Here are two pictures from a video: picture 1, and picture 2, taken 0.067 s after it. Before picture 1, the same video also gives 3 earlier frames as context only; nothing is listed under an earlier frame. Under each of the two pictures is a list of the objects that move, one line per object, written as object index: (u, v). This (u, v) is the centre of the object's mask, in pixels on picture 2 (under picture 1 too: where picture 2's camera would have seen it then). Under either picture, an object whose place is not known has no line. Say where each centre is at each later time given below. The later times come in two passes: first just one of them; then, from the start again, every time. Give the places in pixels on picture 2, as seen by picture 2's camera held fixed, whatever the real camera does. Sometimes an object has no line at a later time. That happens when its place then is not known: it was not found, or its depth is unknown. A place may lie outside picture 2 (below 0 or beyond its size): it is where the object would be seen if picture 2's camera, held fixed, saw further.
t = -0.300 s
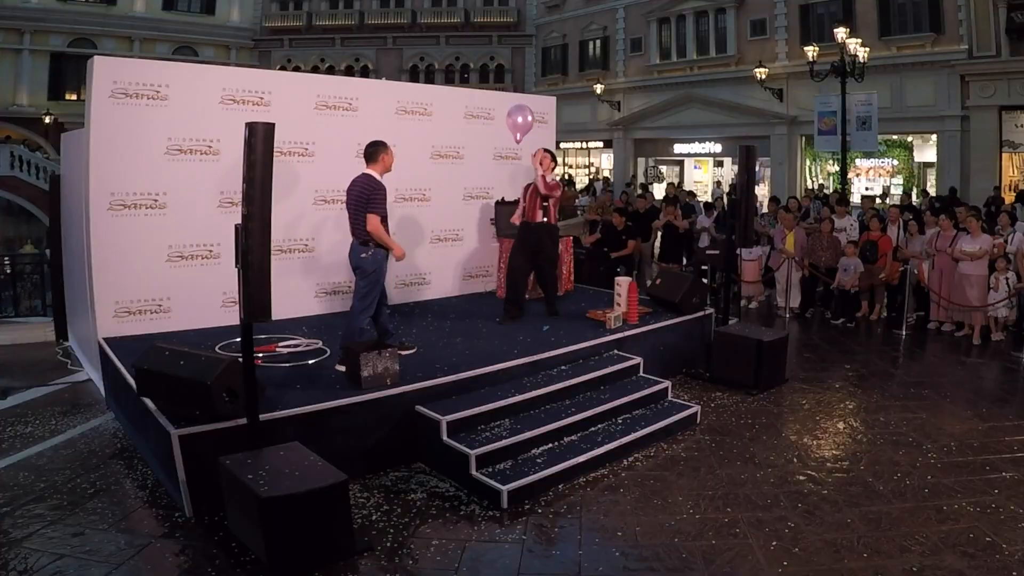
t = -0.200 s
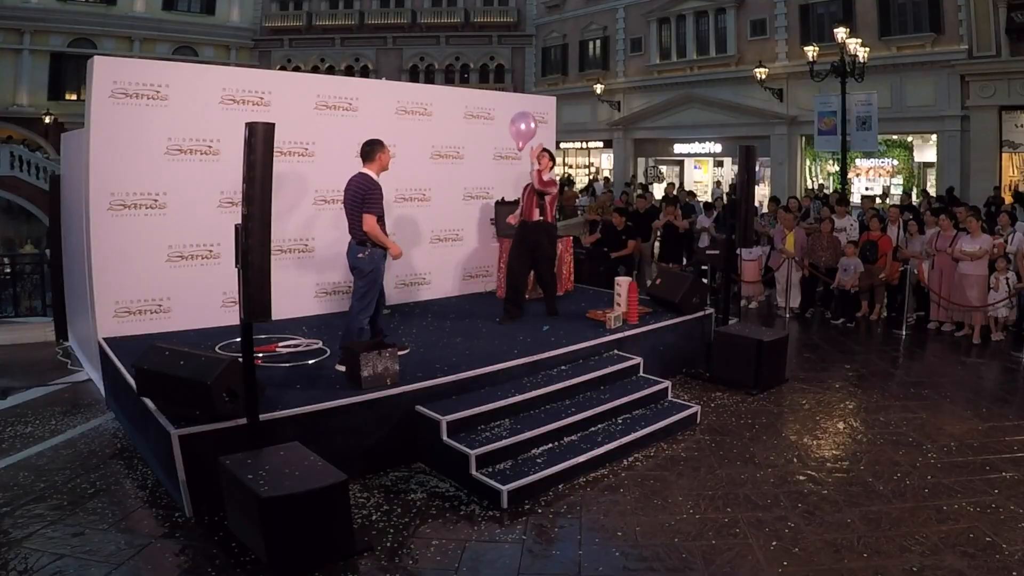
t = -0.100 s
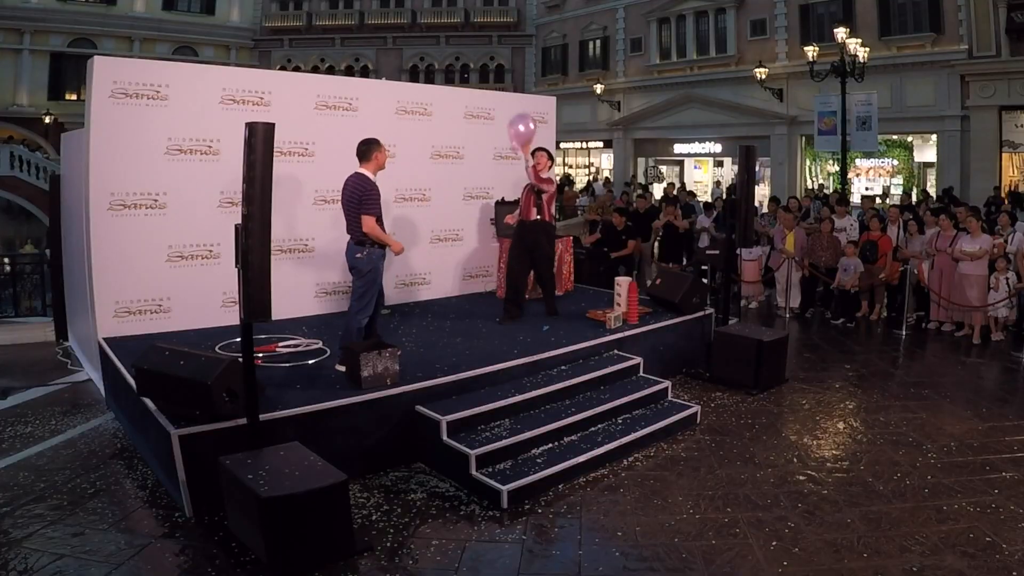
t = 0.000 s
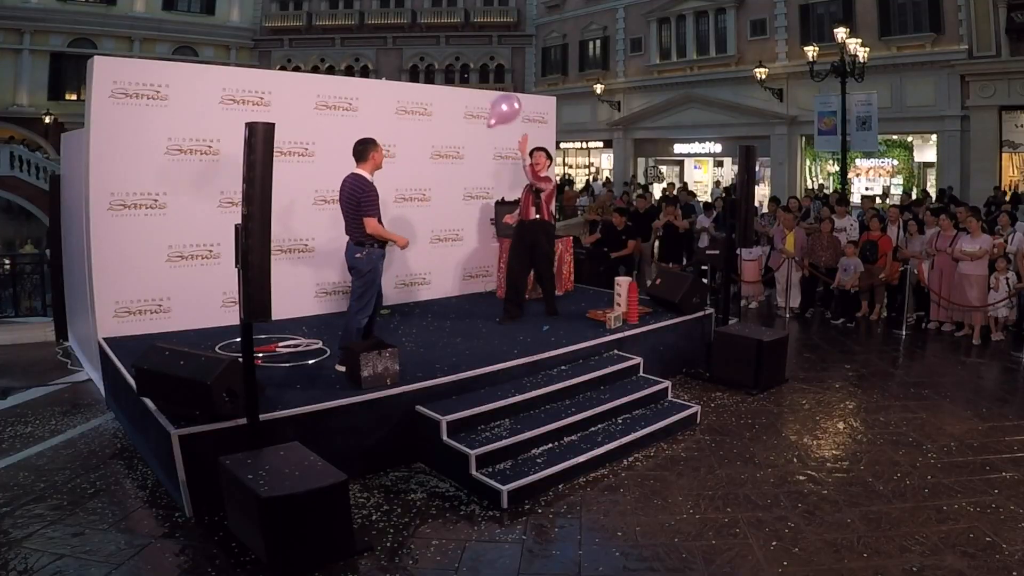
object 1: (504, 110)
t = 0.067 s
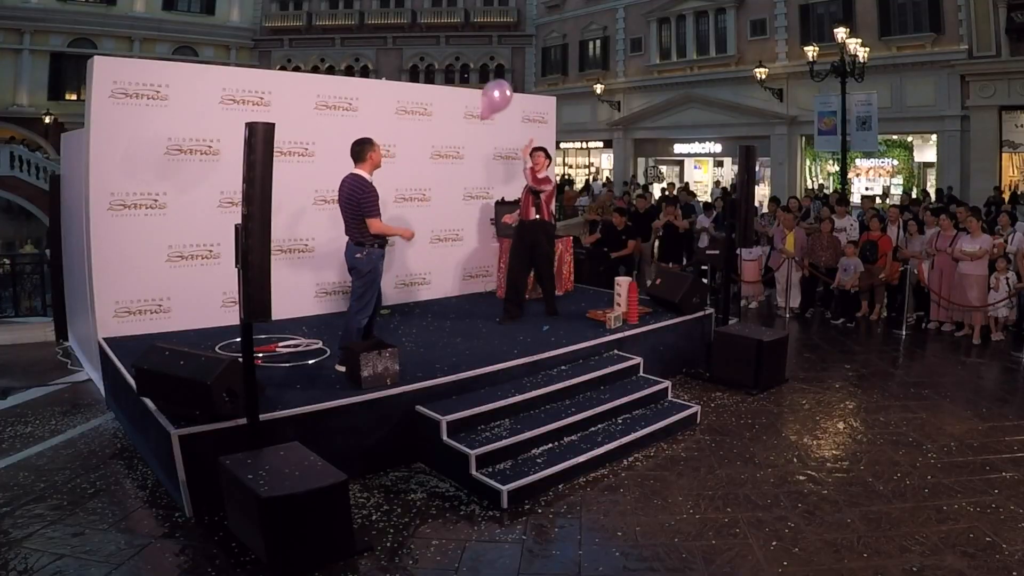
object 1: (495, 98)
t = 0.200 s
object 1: (485, 79)
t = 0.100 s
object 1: (492, 92)
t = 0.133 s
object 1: (489, 88)
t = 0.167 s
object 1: (487, 83)
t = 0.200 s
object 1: (485, 79)
